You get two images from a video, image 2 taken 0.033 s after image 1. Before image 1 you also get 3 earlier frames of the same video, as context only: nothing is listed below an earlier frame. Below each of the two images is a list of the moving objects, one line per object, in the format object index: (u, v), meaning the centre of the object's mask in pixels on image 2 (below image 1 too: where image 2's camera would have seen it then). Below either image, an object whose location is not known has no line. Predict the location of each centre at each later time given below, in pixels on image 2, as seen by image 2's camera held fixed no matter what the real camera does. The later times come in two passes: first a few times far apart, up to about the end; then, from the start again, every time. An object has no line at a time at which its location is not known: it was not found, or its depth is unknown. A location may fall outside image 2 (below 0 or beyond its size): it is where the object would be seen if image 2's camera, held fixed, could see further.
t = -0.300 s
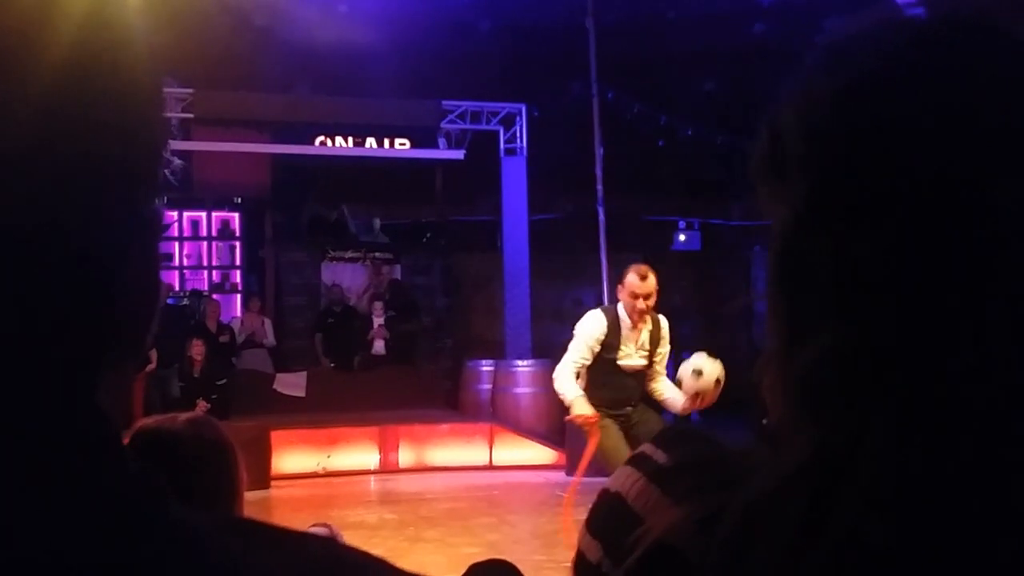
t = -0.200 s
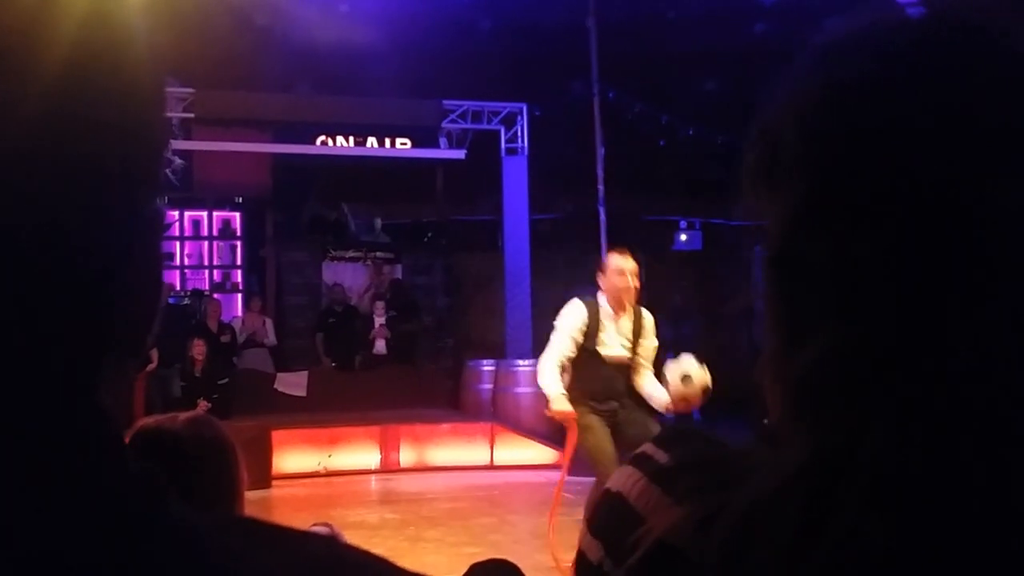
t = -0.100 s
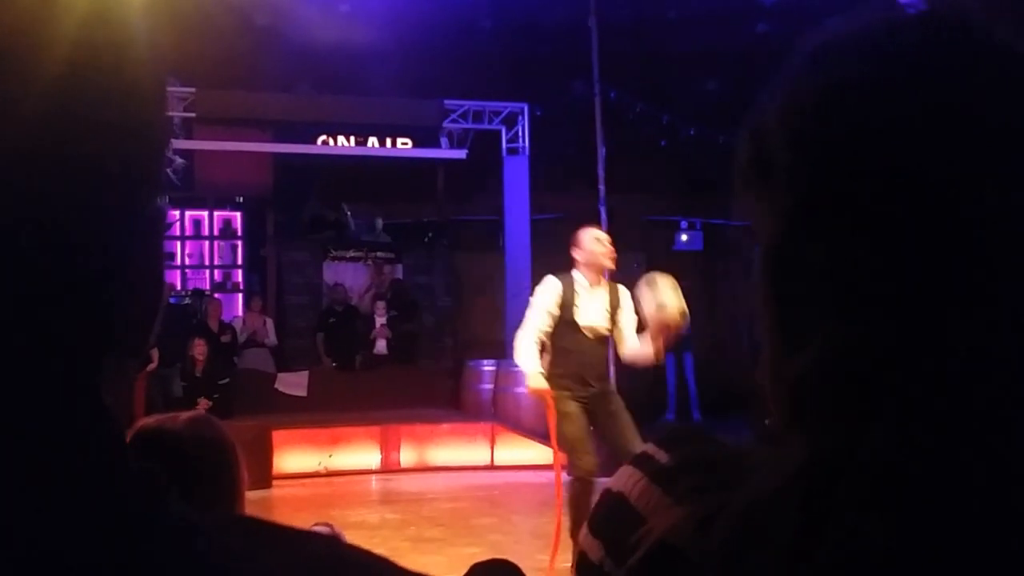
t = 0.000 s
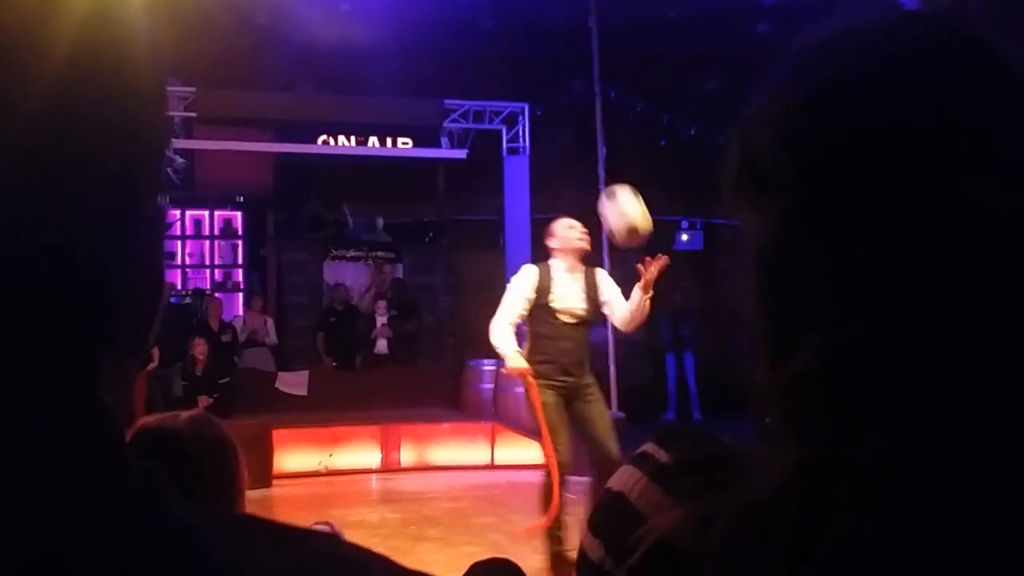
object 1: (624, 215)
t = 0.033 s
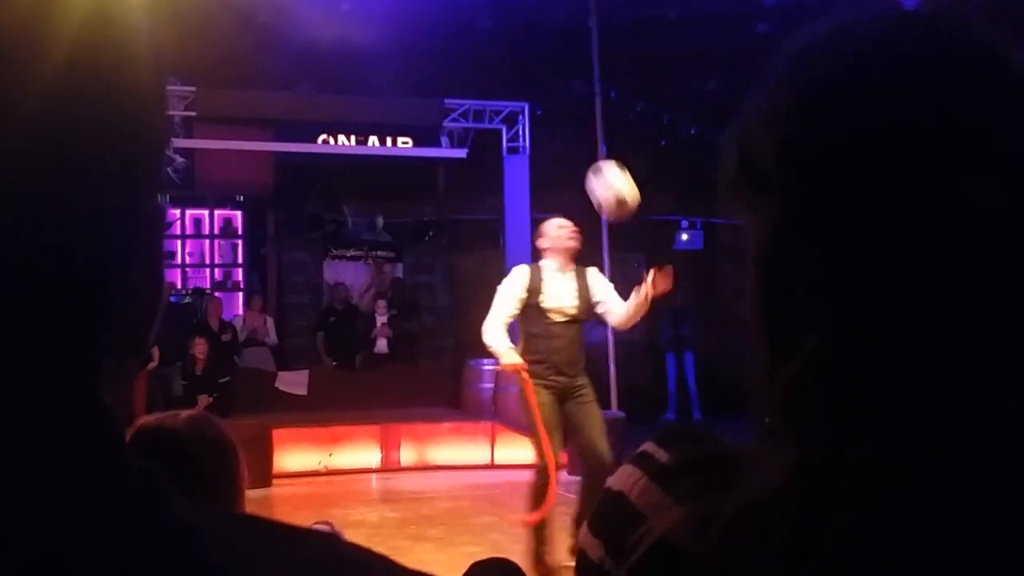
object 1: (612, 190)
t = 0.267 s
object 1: (529, 80)
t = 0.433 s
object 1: (474, 70)
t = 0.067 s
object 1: (599, 168)
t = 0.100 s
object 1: (587, 148)
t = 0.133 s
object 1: (575, 130)
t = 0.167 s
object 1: (563, 114)
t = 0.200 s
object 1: (552, 100)
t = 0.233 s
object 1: (540, 89)
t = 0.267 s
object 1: (529, 80)
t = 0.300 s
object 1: (518, 75)
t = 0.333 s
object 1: (507, 70)
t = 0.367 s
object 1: (496, 67)
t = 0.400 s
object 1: (485, 68)
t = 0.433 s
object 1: (474, 70)
